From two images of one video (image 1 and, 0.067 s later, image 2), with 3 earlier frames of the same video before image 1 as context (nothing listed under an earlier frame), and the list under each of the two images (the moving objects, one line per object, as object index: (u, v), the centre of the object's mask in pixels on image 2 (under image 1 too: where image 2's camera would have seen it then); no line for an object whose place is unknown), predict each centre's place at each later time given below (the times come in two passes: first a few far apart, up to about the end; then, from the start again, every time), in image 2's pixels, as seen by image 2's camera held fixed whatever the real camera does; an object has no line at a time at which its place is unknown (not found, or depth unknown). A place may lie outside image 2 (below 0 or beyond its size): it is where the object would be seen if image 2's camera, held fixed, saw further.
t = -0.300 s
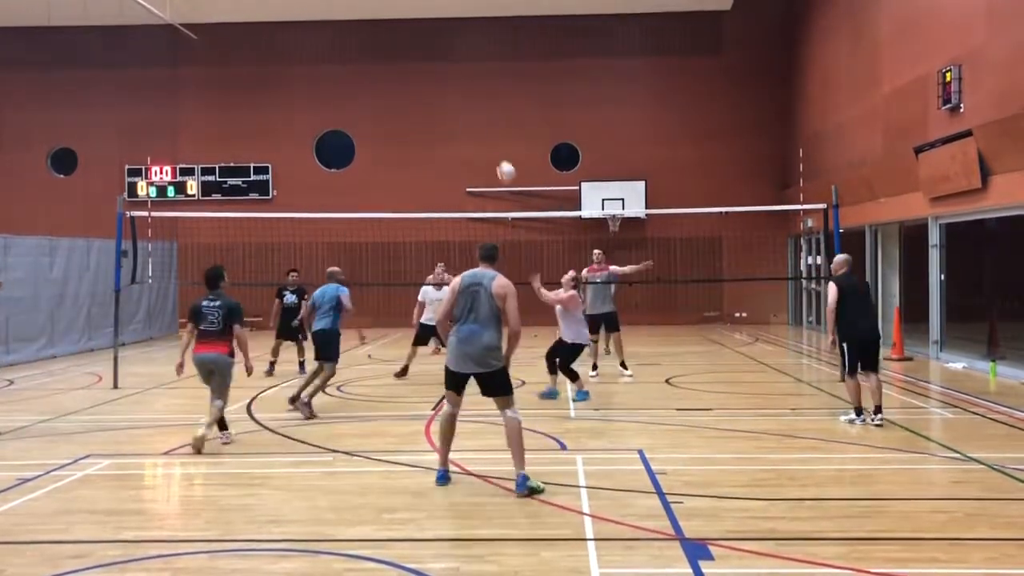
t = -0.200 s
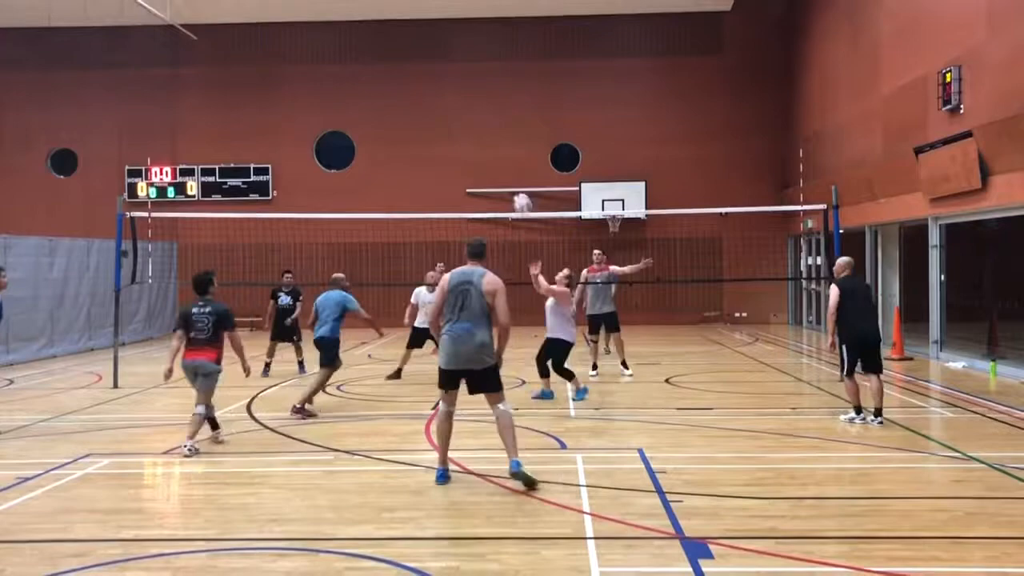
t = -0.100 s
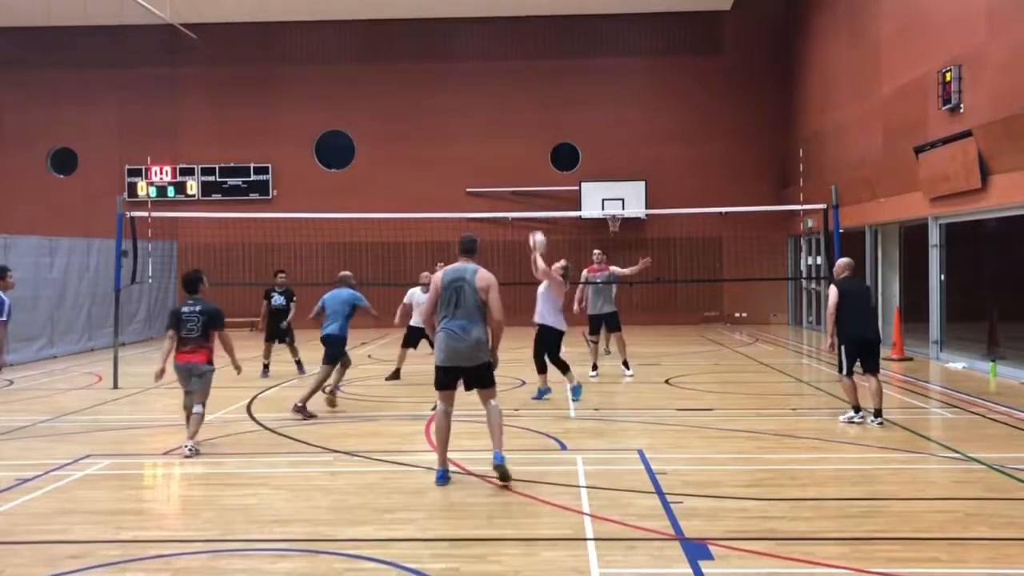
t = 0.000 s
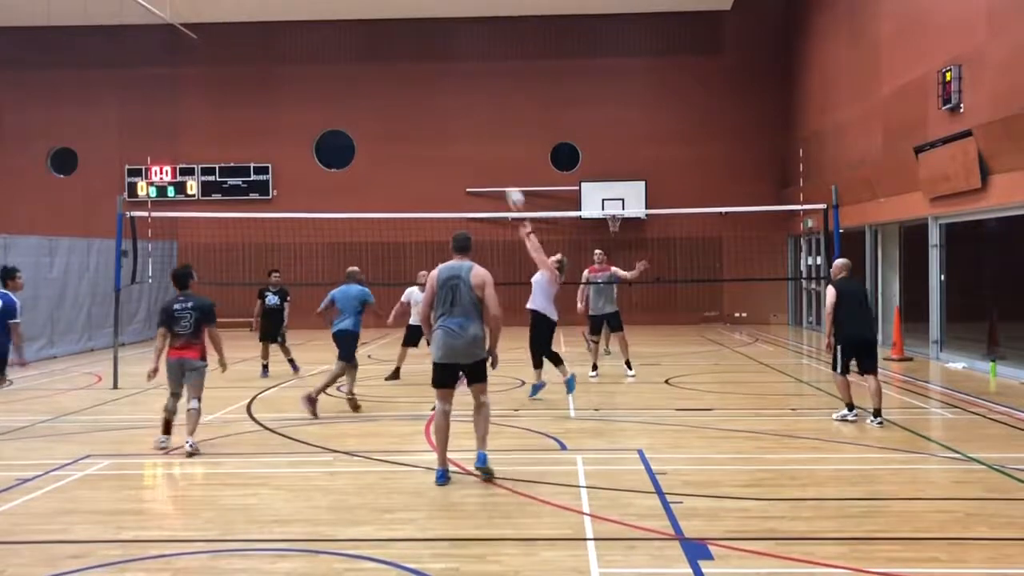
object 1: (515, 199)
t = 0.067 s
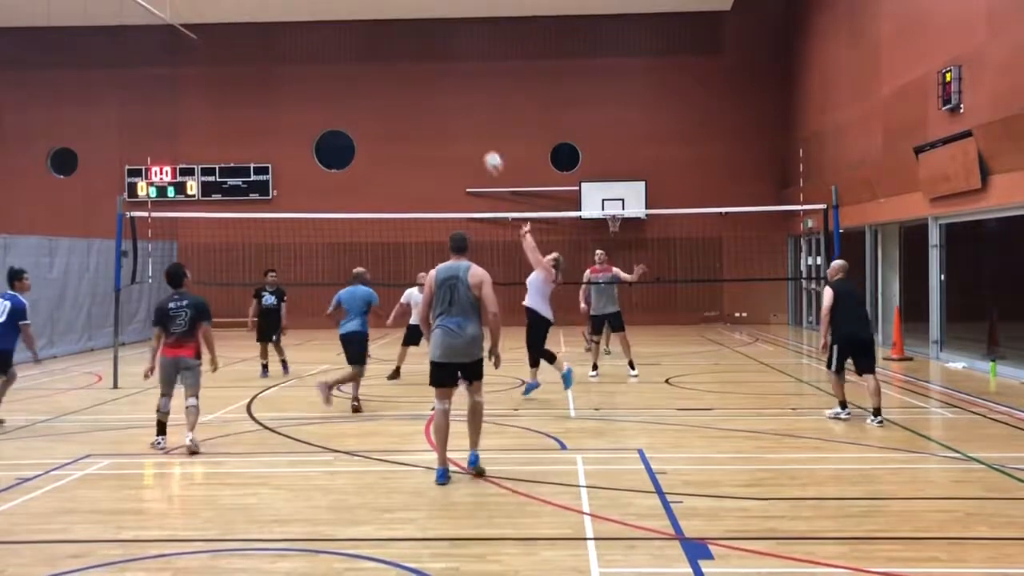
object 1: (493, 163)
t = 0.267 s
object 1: (429, 79)
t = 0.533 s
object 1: (350, 23)
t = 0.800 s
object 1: (275, 27)
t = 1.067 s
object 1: (206, 87)
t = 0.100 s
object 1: (483, 145)
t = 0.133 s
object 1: (472, 130)
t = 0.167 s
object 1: (461, 115)
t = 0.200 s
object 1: (451, 102)
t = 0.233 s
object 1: (440, 90)
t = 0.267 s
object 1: (429, 79)
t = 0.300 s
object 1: (420, 69)
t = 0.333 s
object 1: (410, 59)
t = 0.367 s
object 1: (400, 51)
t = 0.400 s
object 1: (389, 43)
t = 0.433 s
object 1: (380, 38)
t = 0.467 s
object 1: (370, 31)
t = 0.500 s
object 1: (360, 27)
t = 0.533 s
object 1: (350, 23)
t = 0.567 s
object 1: (341, 20)
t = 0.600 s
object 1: (331, 20)
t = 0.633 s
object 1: (322, 18)
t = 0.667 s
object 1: (311, 18)
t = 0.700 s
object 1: (302, 19)
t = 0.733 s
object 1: (293, 21)
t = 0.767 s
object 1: (284, 23)
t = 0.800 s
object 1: (275, 27)
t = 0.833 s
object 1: (266, 31)
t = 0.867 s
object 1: (257, 37)
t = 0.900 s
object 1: (248, 43)
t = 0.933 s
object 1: (240, 50)
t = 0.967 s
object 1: (231, 59)
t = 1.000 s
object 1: (222, 67)
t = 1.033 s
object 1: (214, 76)
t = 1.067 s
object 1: (206, 87)
